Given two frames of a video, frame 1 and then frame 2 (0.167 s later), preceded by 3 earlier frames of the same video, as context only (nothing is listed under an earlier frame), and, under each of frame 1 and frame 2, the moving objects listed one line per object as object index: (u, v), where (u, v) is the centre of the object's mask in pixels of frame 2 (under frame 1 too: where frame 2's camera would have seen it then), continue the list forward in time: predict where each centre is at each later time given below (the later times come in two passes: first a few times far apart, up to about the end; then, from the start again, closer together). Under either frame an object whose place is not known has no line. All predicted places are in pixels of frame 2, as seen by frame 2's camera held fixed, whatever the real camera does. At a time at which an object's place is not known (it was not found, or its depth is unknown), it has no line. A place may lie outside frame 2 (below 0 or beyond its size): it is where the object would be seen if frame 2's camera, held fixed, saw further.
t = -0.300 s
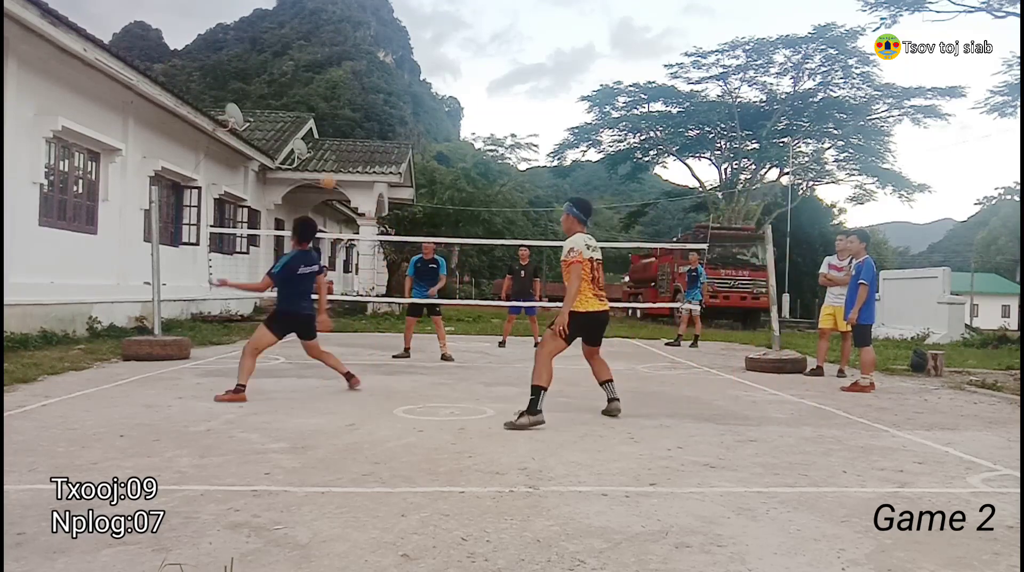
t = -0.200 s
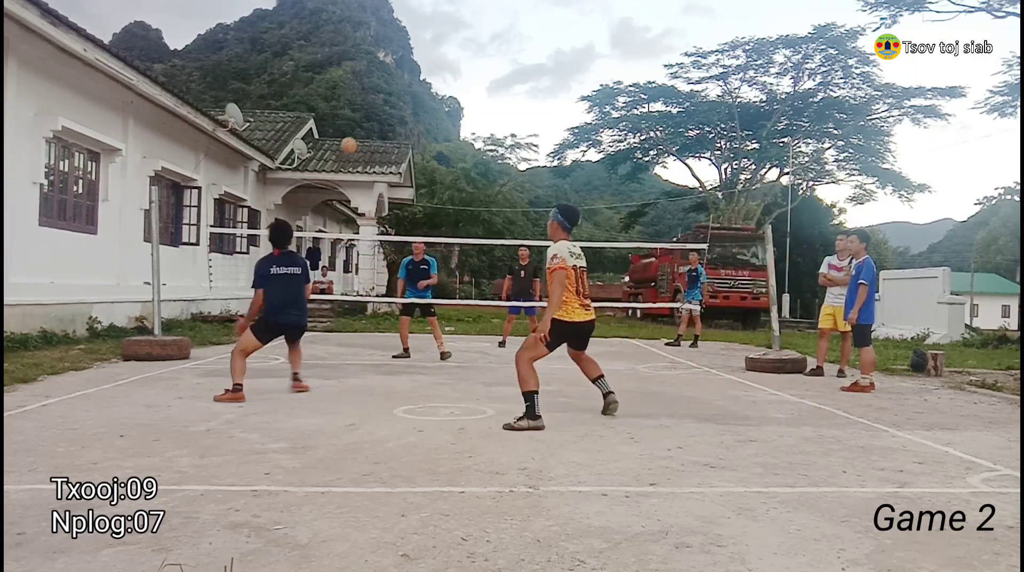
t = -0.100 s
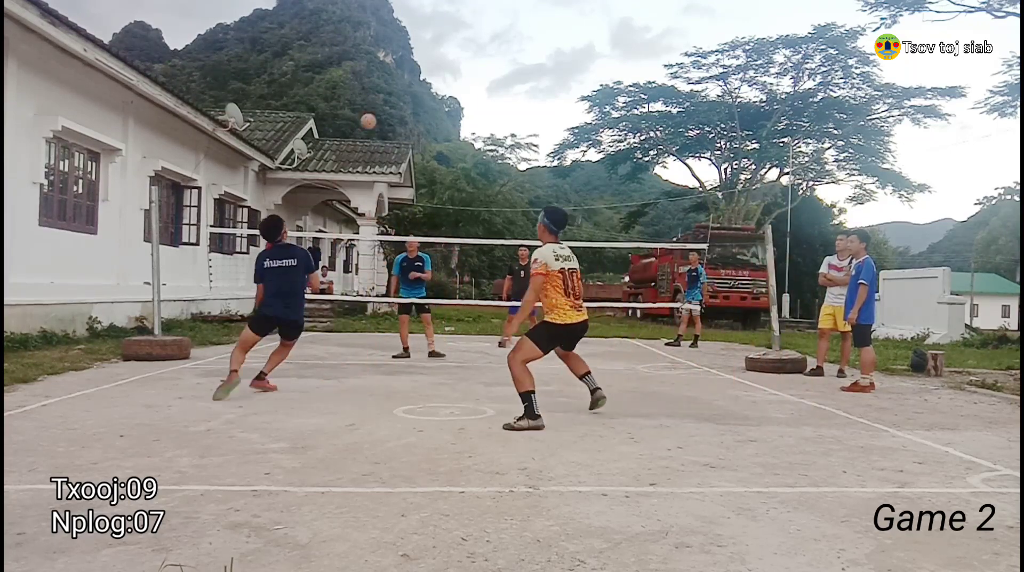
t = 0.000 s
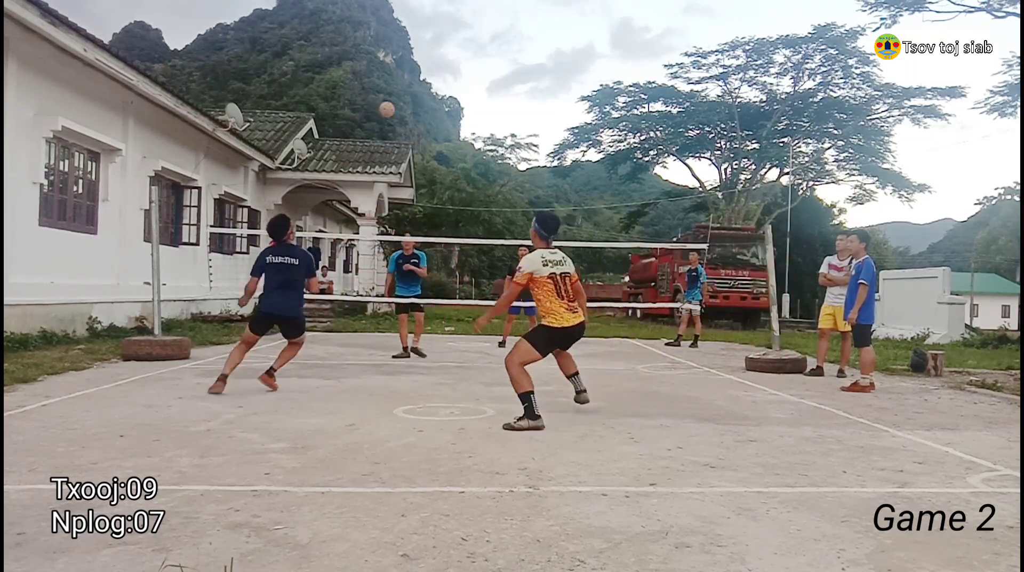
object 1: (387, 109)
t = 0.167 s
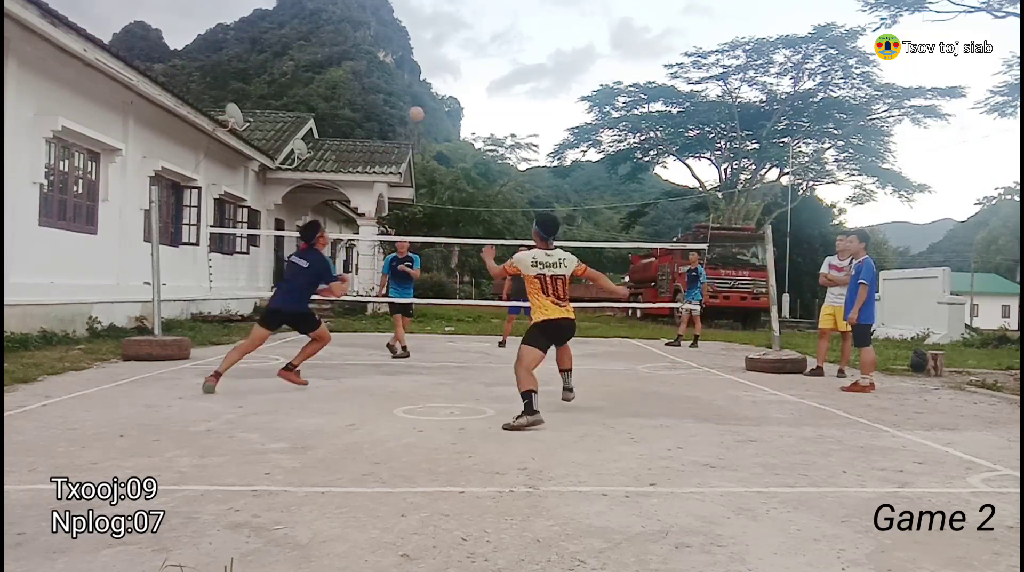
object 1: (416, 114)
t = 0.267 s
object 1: (433, 130)
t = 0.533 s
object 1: (472, 222)
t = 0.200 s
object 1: (422, 119)
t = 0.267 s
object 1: (433, 130)
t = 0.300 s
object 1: (438, 138)
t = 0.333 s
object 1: (443, 147)
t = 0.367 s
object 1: (448, 157)
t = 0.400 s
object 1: (454, 168)
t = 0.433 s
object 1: (458, 181)
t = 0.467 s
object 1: (463, 194)
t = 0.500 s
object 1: (468, 207)
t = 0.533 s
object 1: (472, 222)
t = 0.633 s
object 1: (486, 273)
